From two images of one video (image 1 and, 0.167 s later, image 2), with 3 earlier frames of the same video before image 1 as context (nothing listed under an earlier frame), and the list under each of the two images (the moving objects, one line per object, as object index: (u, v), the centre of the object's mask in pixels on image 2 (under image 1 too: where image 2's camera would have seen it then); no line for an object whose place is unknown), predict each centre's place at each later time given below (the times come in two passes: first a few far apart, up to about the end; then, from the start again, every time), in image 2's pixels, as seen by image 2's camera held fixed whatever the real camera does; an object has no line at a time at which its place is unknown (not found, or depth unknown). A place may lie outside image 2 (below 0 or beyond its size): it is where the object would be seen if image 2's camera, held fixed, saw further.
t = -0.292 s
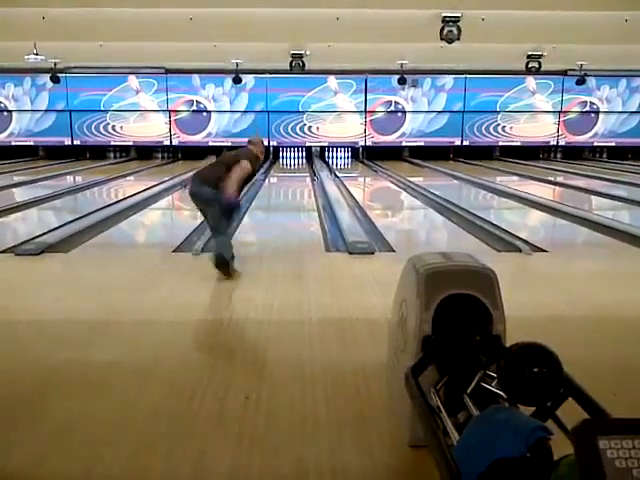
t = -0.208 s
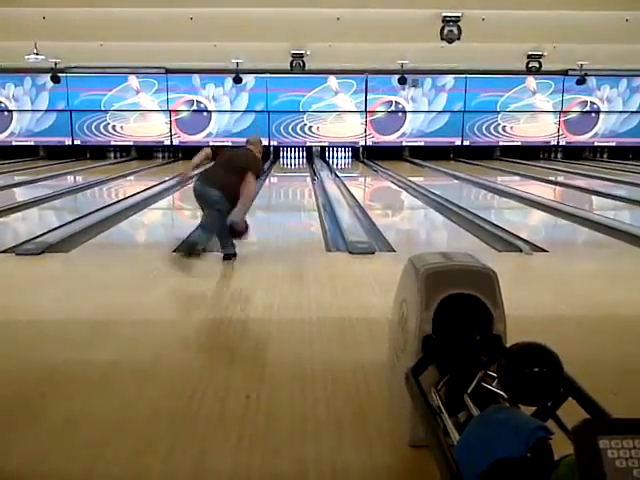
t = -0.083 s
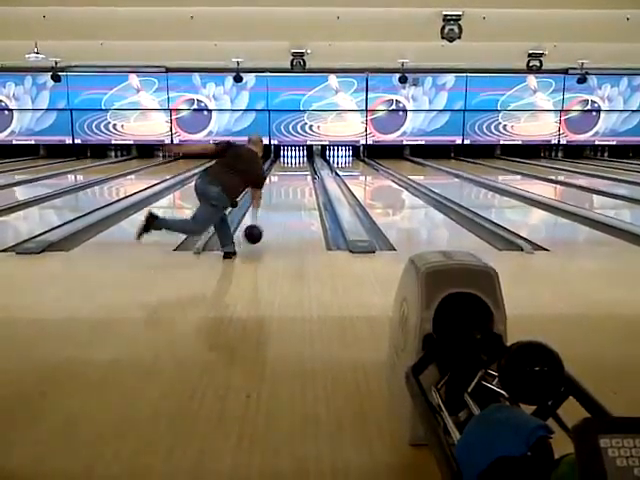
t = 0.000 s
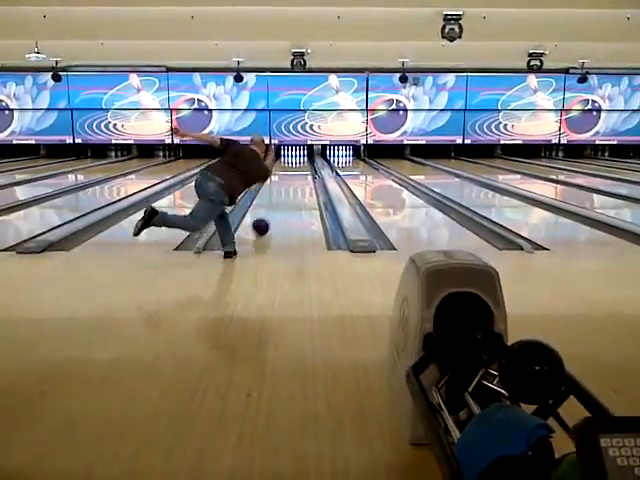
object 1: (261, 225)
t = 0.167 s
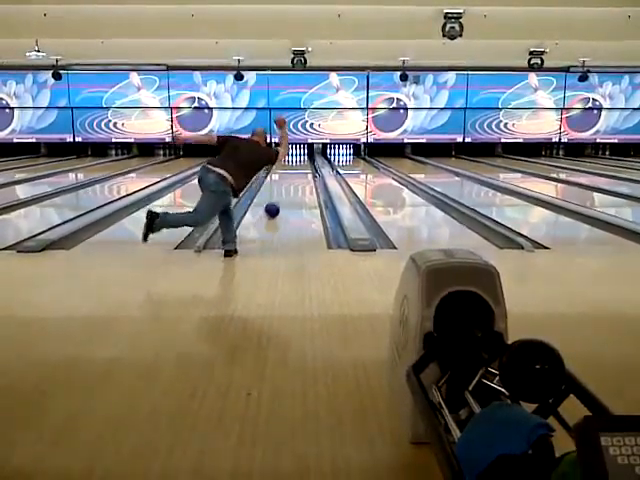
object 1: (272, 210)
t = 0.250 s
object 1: (276, 204)
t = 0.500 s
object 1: (286, 190)
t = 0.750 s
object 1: (292, 180)
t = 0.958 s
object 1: (296, 174)
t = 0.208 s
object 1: (274, 207)
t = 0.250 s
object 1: (276, 204)
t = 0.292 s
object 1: (278, 201)
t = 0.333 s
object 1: (280, 199)
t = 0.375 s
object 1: (281, 196)
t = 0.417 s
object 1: (283, 194)
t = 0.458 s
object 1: (284, 192)
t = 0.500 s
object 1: (286, 190)
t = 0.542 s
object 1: (287, 189)
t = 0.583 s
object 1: (288, 187)
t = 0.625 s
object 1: (290, 185)
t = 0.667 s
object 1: (290, 184)
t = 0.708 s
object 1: (292, 182)
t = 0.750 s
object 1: (292, 180)
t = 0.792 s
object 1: (293, 179)
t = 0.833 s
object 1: (294, 178)
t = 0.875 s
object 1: (295, 177)
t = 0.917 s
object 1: (296, 175)
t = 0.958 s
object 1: (296, 174)
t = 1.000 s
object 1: (297, 173)
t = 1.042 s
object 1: (297, 172)
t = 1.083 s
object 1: (298, 171)
